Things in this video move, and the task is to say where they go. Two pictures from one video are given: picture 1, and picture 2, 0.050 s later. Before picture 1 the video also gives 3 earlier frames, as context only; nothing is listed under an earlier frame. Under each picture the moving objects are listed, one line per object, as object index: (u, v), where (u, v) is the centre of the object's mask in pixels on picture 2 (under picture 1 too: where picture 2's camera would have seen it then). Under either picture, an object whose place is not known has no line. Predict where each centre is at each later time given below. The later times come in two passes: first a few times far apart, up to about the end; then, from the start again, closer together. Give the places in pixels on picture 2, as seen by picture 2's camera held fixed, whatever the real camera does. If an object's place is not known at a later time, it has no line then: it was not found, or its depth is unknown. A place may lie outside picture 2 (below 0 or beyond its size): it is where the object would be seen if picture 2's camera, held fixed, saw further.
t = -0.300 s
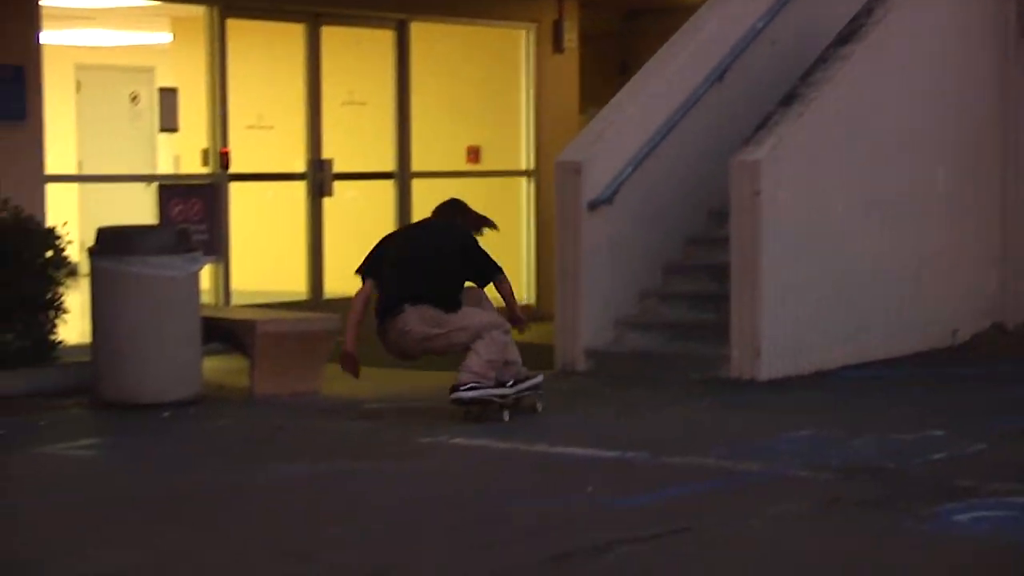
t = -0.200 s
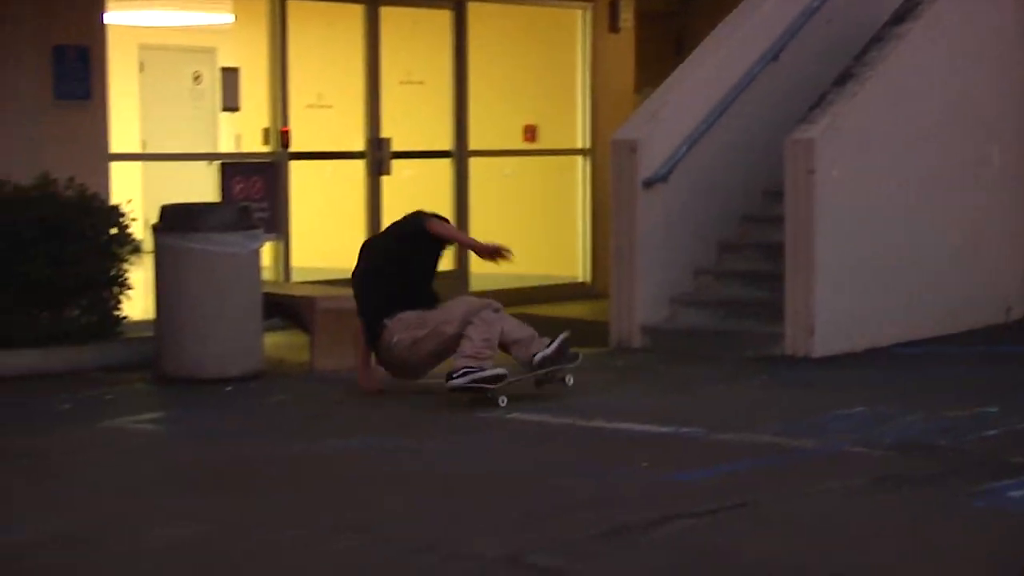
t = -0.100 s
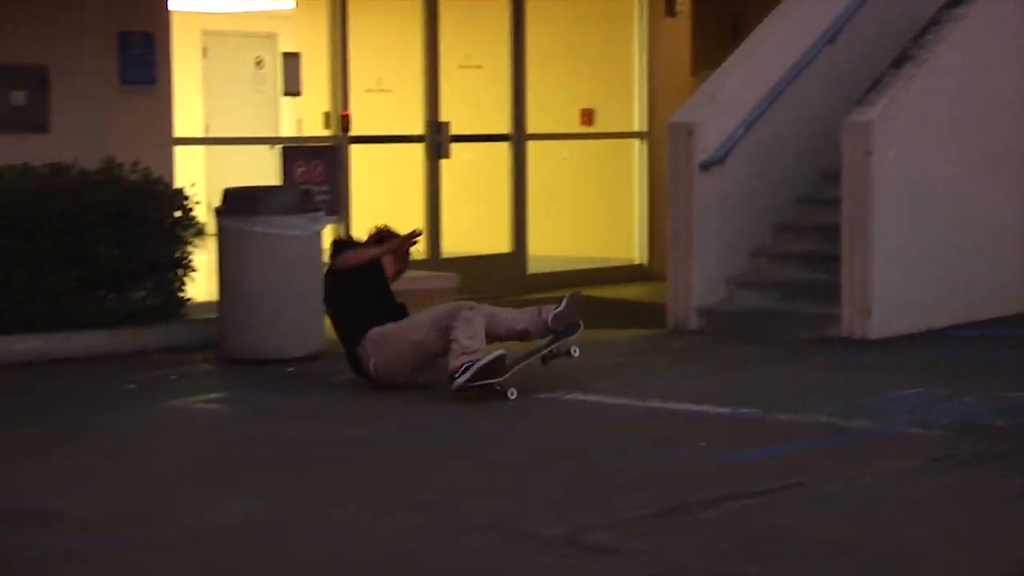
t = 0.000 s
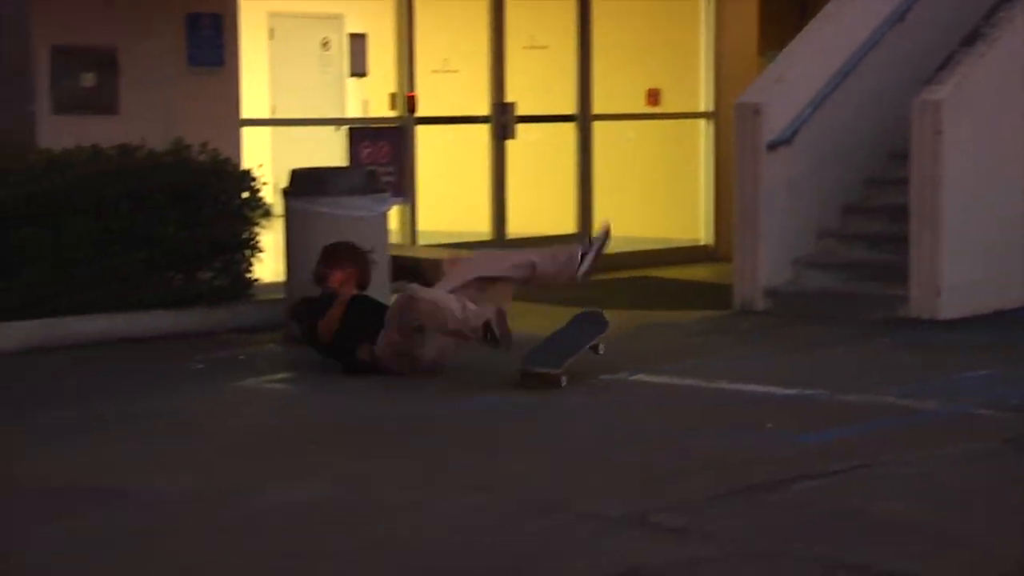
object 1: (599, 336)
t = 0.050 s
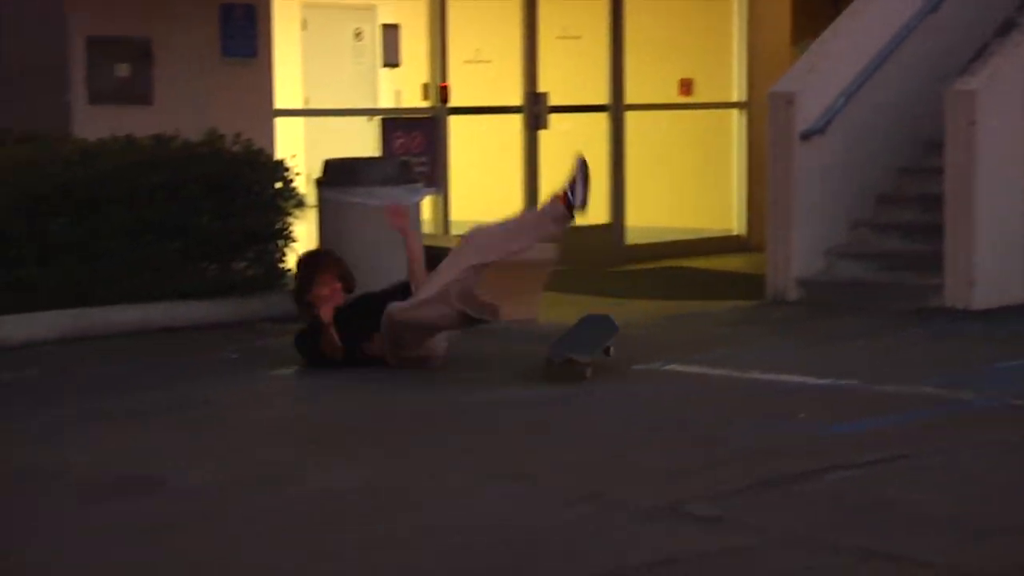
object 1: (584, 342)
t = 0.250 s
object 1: (549, 350)
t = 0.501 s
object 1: (551, 383)
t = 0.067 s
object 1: (581, 346)
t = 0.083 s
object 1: (576, 350)
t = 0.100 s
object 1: (570, 356)
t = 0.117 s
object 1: (564, 357)
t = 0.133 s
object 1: (560, 358)
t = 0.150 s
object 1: (558, 358)
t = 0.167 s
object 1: (556, 356)
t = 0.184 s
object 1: (555, 353)
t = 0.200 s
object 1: (554, 352)
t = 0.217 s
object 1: (553, 353)
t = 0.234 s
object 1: (552, 352)
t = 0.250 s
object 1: (549, 350)
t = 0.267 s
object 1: (547, 354)
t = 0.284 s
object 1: (547, 356)
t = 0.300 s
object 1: (548, 357)
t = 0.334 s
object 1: (546, 361)
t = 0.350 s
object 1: (543, 366)
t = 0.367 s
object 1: (545, 371)
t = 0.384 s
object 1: (543, 374)
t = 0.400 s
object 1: (543, 376)
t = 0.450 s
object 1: (547, 379)
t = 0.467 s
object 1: (548, 380)
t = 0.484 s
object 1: (548, 380)
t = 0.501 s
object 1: (551, 383)
